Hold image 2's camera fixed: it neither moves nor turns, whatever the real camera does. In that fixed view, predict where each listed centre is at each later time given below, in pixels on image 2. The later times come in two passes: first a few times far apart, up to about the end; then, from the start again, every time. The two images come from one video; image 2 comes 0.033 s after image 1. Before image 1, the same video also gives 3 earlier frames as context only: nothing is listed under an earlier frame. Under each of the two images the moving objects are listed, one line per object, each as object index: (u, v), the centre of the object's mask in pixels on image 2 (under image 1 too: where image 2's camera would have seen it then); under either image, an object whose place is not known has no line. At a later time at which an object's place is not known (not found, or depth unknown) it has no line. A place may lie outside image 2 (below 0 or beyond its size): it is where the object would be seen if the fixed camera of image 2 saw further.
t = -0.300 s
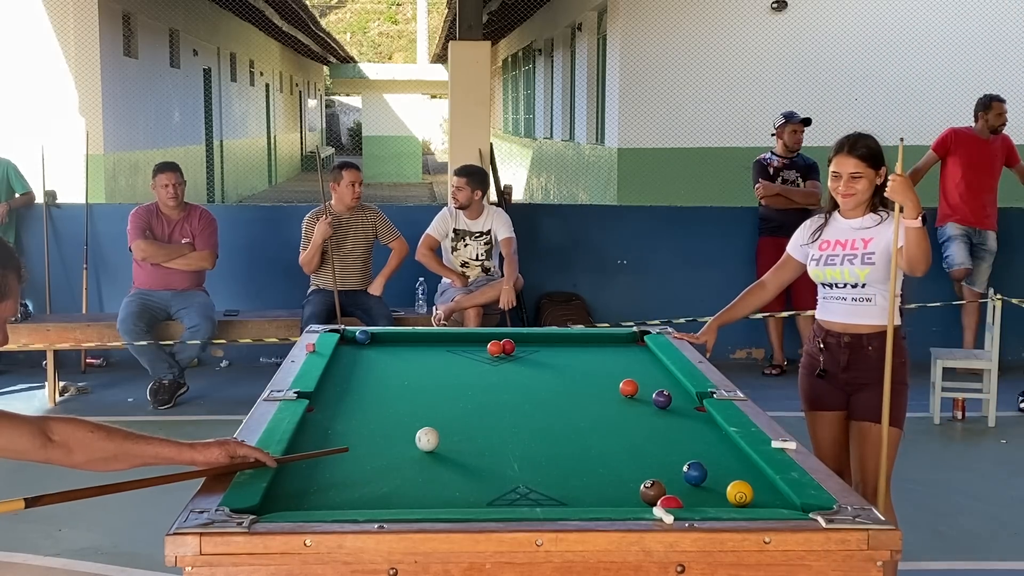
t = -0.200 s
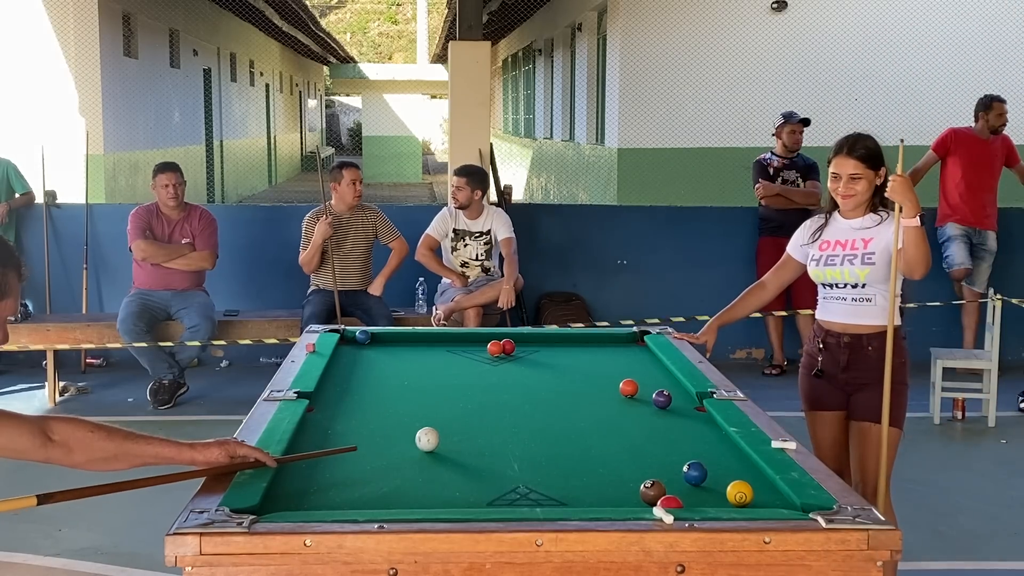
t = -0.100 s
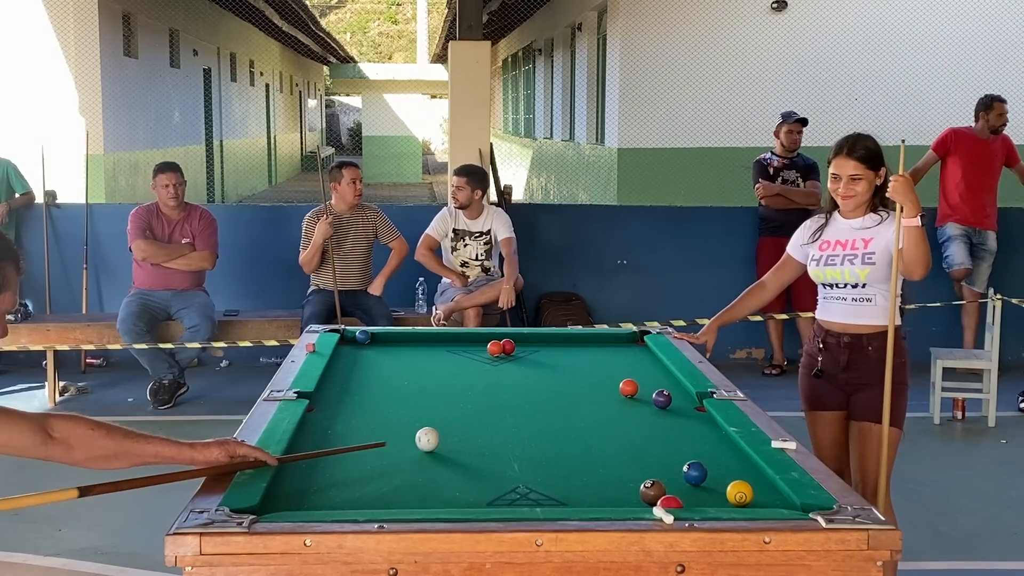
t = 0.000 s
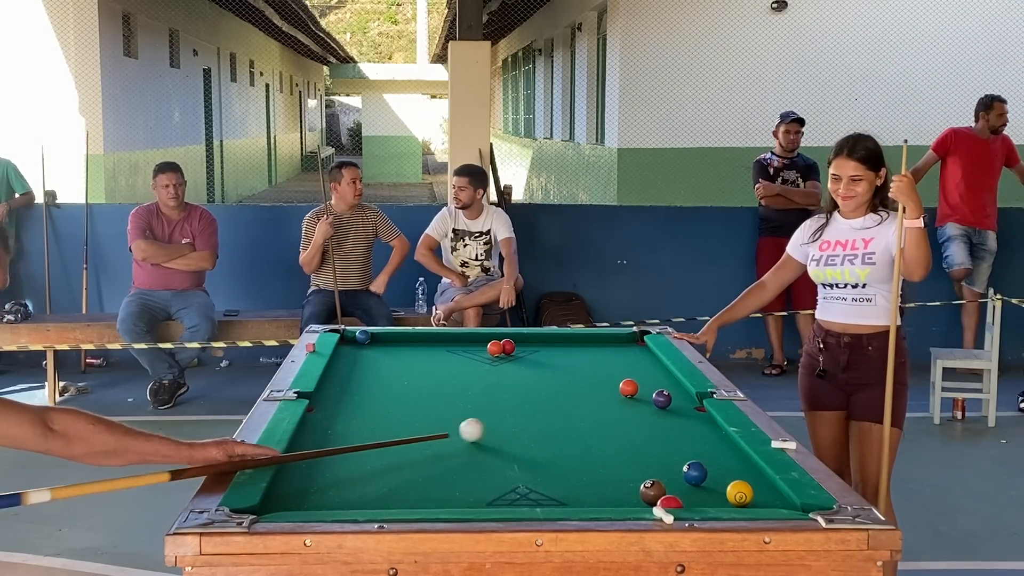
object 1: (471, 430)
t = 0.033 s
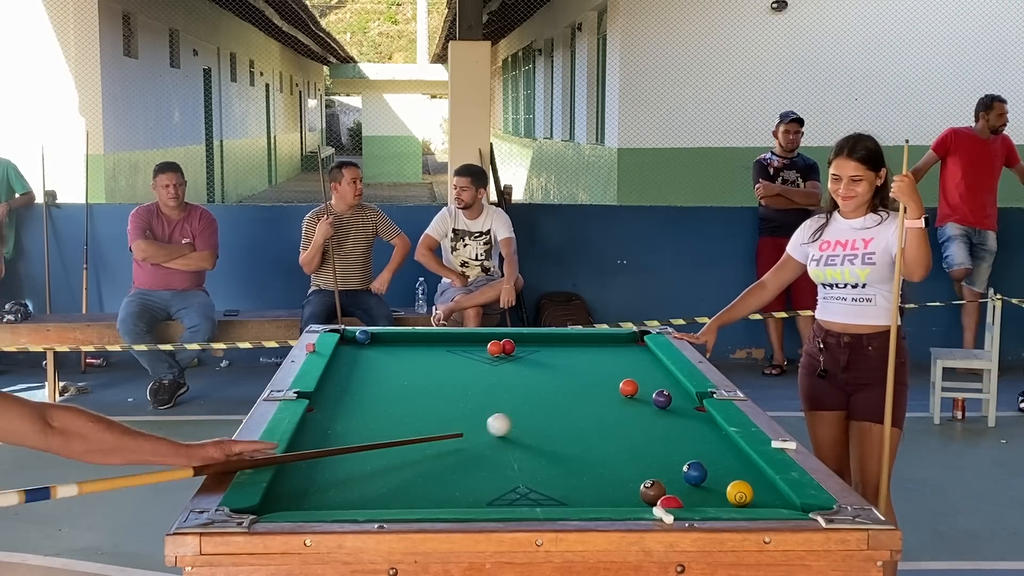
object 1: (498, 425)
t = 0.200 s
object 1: (609, 403)
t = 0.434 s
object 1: (668, 379)
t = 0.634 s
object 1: (631, 364)
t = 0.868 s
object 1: (593, 349)
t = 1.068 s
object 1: (565, 338)
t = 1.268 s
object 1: (543, 342)
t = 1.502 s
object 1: (518, 351)
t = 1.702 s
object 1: (495, 359)
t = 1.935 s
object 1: (468, 368)
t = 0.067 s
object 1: (524, 420)
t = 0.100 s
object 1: (547, 415)
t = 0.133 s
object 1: (568, 411)
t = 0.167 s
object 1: (589, 407)
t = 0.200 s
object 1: (609, 403)
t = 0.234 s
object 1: (629, 400)
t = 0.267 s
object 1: (642, 395)
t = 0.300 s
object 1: (645, 392)
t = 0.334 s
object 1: (650, 389)
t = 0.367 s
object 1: (656, 385)
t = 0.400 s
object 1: (662, 382)
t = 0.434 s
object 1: (668, 379)
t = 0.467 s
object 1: (665, 376)
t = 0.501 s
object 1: (656, 374)
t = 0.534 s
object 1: (649, 371)
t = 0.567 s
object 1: (643, 369)
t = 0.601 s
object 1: (637, 366)
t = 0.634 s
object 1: (631, 364)
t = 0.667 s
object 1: (625, 362)
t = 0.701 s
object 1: (620, 360)
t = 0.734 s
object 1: (614, 357)
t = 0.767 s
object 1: (609, 355)
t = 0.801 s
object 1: (604, 353)
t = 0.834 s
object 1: (598, 351)
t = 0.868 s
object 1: (593, 349)
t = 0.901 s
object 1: (588, 347)
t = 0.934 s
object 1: (584, 345)
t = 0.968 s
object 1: (579, 343)
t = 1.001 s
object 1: (574, 342)
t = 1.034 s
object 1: (570, 340)
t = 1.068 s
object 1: (565, 338)
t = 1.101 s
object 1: (561, 336)
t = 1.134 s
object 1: (557, 336)
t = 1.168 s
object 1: (553, 338)
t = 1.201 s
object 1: (550, 340)
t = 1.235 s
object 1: (547, 341)
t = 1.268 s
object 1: (543, 342)
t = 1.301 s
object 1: (539, 344)
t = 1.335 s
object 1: (536, 345)
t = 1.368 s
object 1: (532, 346)
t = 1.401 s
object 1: (529, 347)
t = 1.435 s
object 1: (525, 349)
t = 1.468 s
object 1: (521, 350)
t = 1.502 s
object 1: (518, 351)
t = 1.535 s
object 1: (514, 352)
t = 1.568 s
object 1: (510, 354)
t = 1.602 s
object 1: (506, 355)
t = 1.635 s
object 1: (503, 356)
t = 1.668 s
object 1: (499, 357)
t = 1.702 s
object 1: (495, 359)
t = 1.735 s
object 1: (491, 360)
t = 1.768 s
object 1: (487, 361)
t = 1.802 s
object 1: (484, 363)
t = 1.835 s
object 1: (480, 364)
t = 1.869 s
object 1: (476, 365)
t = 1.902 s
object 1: (472, 367)
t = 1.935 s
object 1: (468, 368)
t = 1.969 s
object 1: (464, 370)
